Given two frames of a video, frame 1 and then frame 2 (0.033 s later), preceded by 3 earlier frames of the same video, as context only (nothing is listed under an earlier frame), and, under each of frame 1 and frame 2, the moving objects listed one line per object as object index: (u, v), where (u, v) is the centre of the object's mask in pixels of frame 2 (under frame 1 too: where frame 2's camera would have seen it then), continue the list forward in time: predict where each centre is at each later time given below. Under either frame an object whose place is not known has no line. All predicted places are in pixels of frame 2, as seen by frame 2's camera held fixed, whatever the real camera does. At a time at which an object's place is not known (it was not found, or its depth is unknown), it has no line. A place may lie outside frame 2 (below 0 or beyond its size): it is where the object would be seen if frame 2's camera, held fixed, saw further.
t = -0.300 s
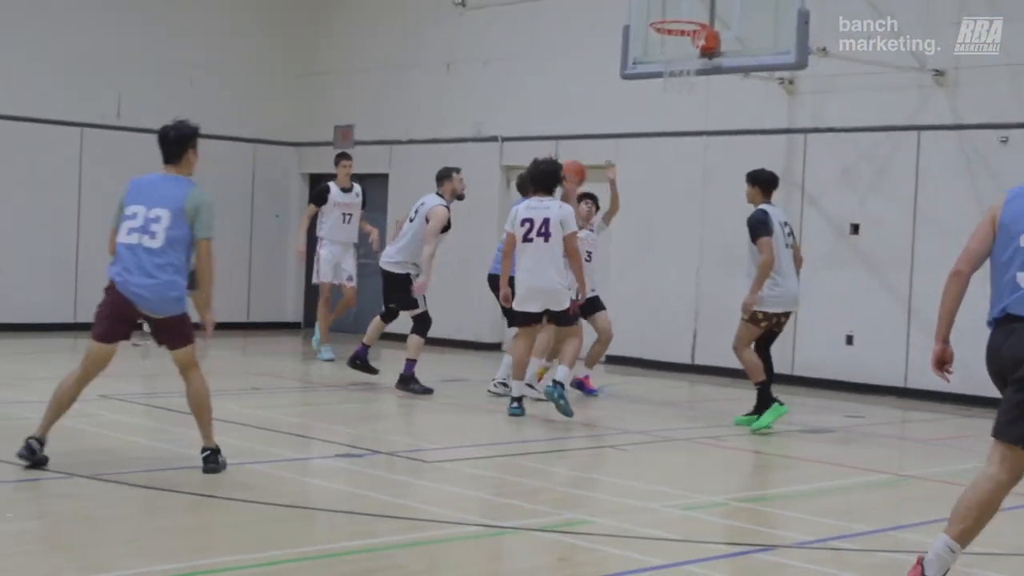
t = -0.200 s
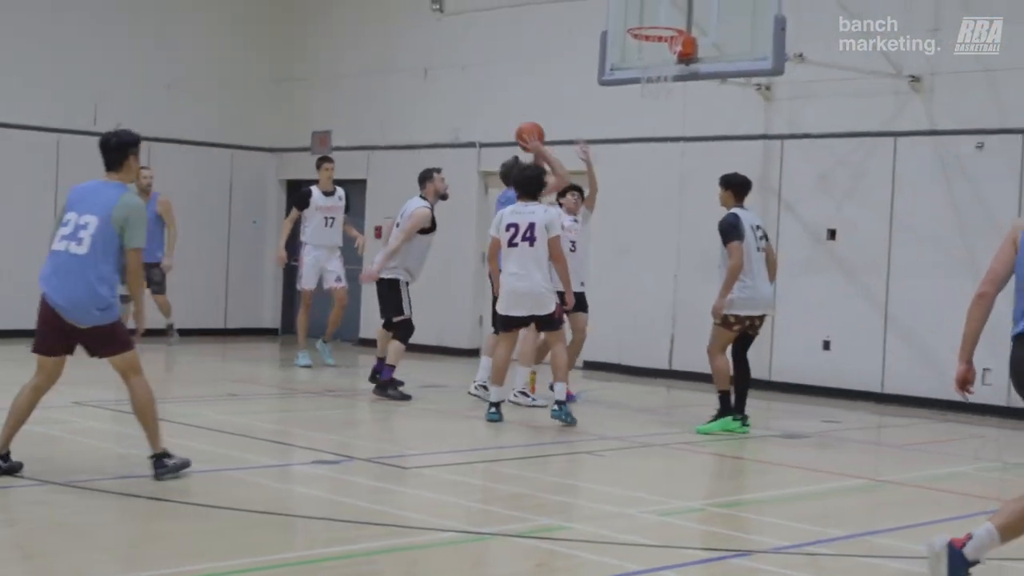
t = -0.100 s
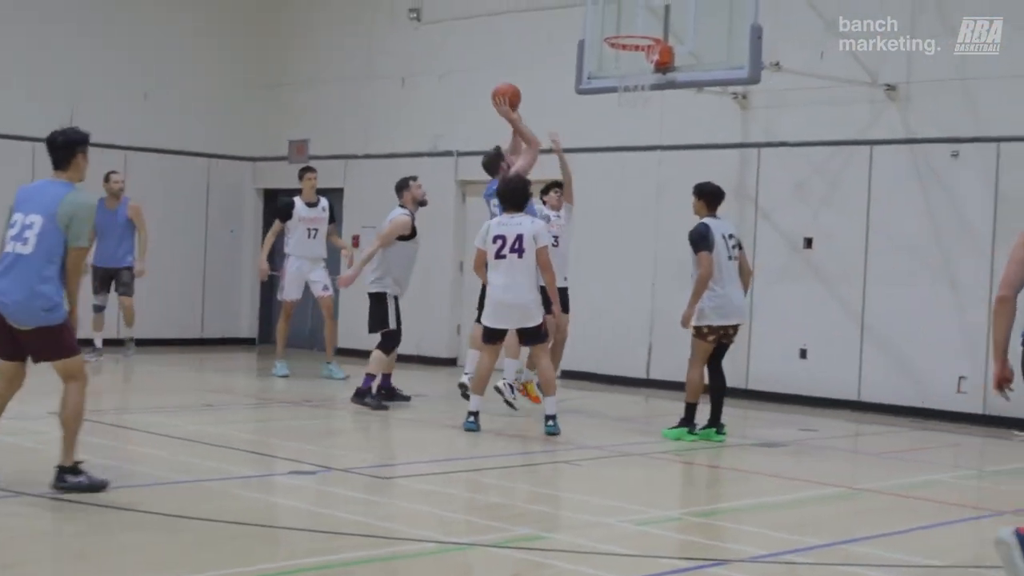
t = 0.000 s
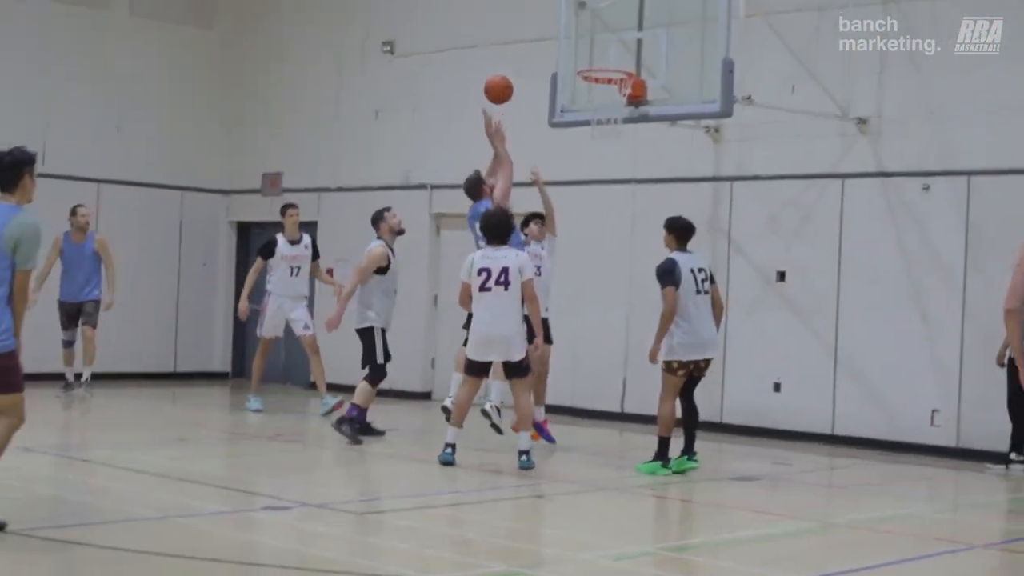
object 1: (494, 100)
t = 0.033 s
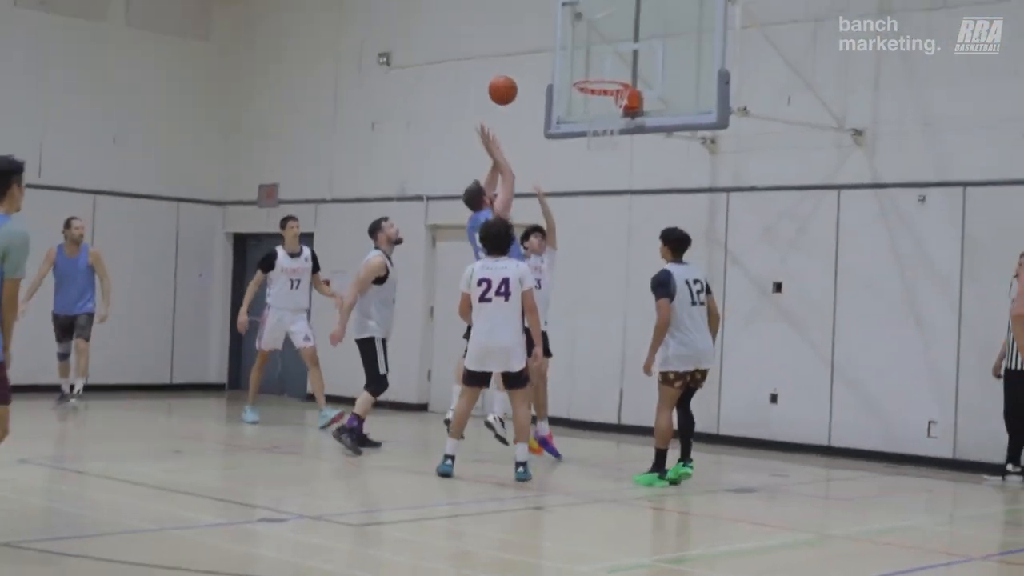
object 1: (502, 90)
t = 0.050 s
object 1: (507, 85)
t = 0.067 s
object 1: (512, 81)
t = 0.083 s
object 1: (516, 77)
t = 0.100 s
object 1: (520, 74)
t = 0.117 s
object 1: (525, 71)
